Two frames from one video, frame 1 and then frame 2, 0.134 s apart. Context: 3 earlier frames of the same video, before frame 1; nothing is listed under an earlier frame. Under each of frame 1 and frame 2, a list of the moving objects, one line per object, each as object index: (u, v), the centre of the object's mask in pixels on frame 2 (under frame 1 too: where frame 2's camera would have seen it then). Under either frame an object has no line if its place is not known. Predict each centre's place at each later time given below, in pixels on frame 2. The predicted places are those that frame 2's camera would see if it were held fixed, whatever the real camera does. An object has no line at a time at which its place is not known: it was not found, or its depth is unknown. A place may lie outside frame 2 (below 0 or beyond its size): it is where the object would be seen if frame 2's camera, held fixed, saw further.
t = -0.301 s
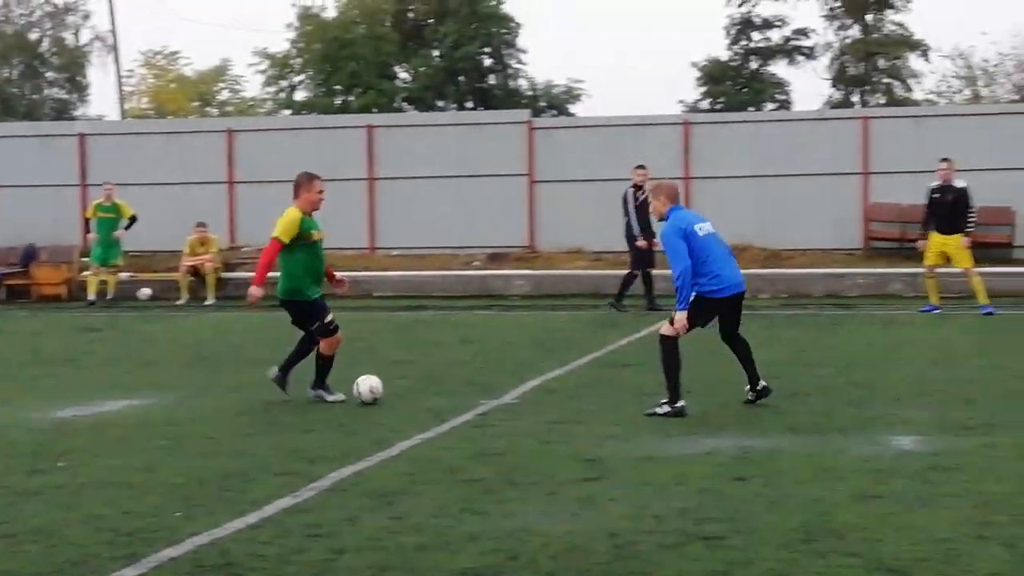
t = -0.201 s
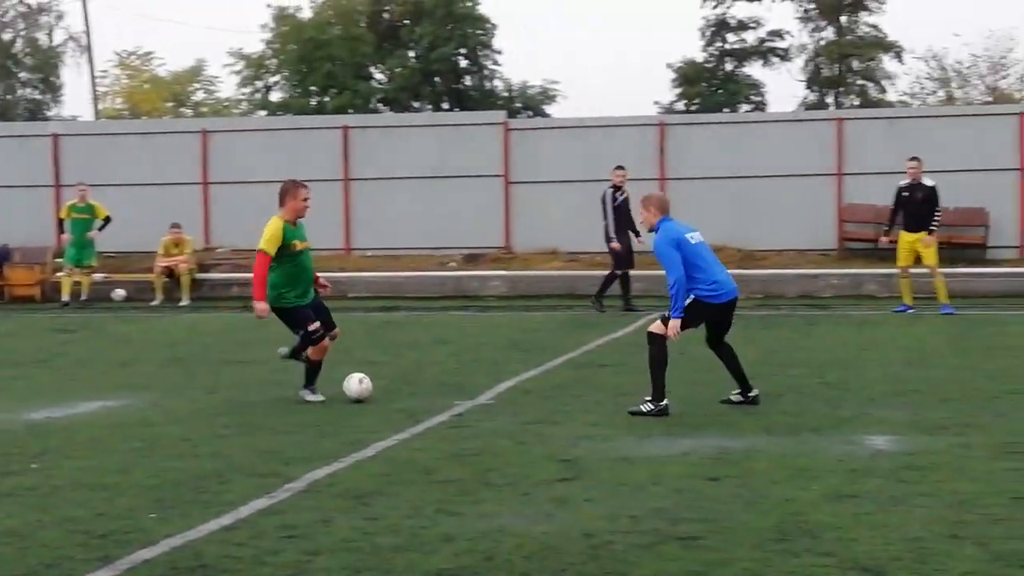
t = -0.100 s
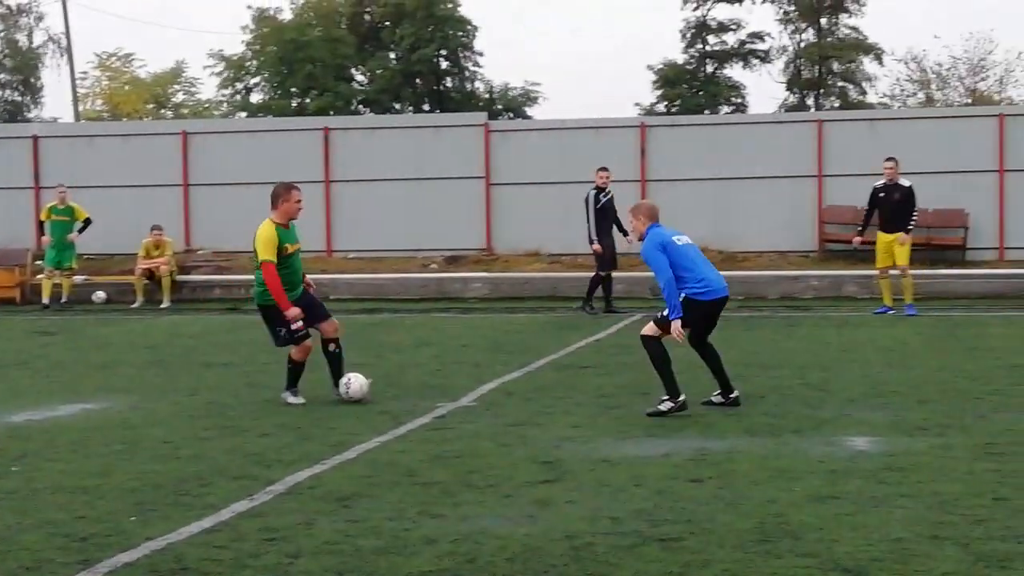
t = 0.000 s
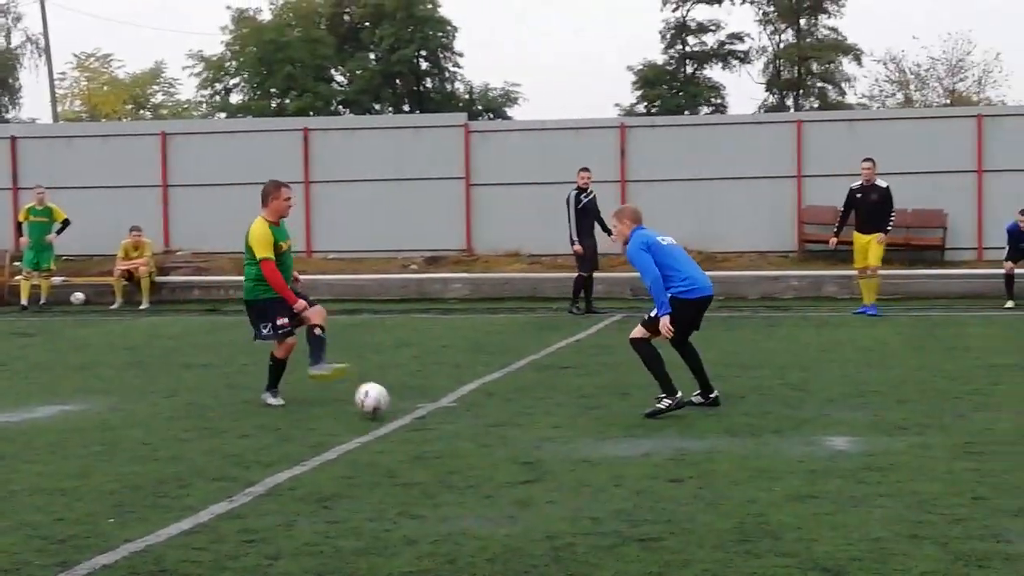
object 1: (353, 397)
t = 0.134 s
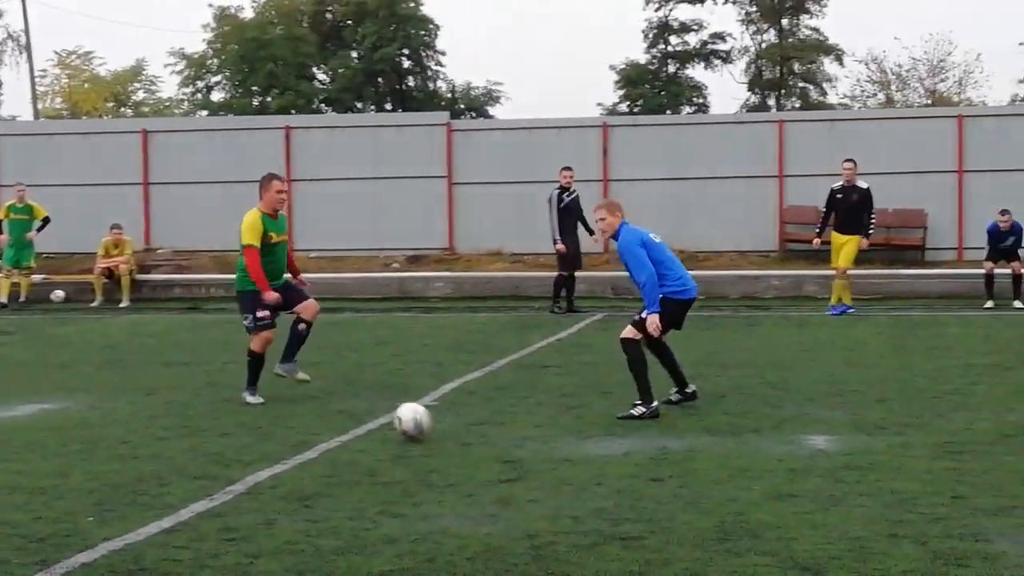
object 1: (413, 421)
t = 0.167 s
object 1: (428, 425)
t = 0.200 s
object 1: (444, 433)
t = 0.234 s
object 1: (460, 438)
